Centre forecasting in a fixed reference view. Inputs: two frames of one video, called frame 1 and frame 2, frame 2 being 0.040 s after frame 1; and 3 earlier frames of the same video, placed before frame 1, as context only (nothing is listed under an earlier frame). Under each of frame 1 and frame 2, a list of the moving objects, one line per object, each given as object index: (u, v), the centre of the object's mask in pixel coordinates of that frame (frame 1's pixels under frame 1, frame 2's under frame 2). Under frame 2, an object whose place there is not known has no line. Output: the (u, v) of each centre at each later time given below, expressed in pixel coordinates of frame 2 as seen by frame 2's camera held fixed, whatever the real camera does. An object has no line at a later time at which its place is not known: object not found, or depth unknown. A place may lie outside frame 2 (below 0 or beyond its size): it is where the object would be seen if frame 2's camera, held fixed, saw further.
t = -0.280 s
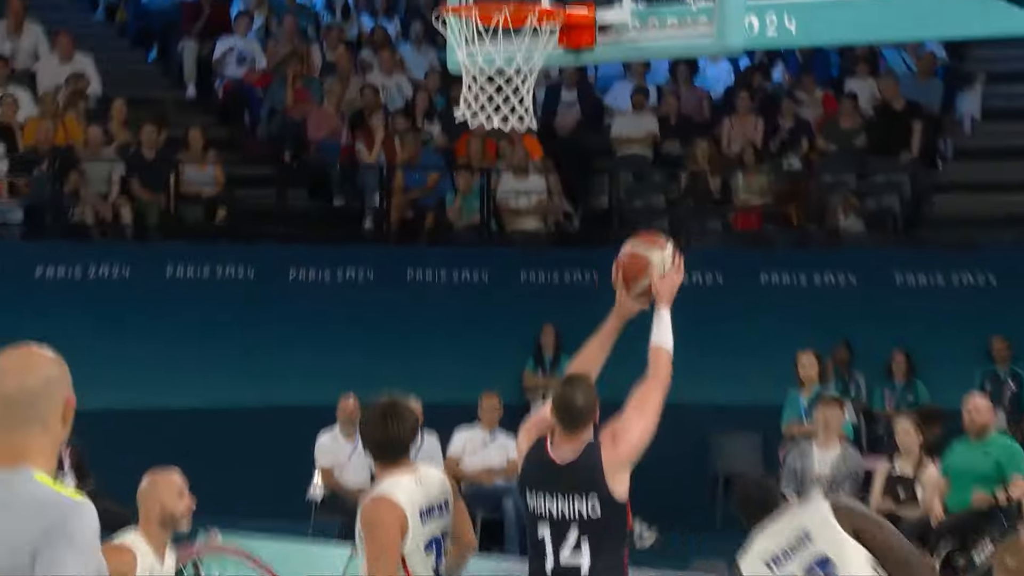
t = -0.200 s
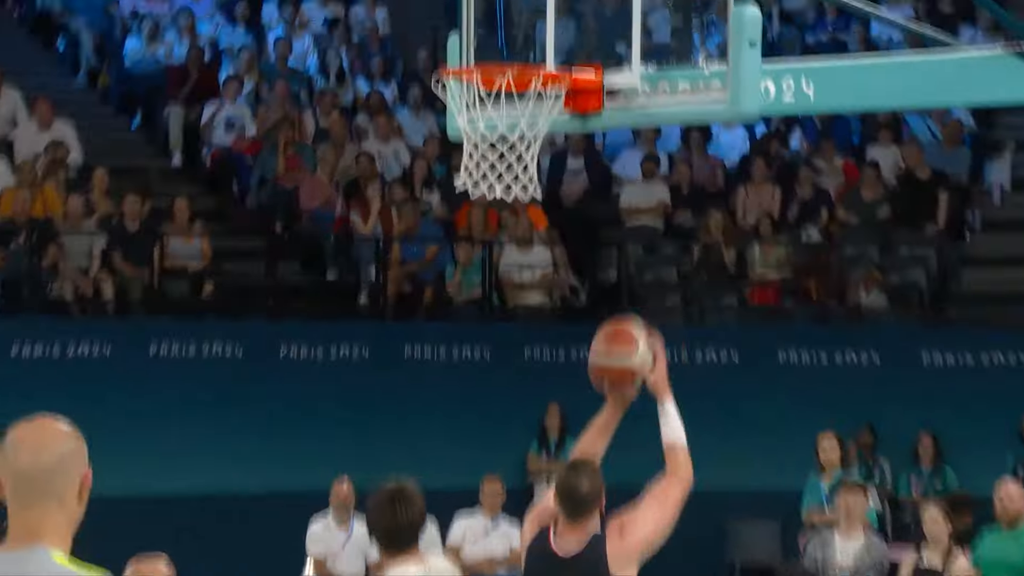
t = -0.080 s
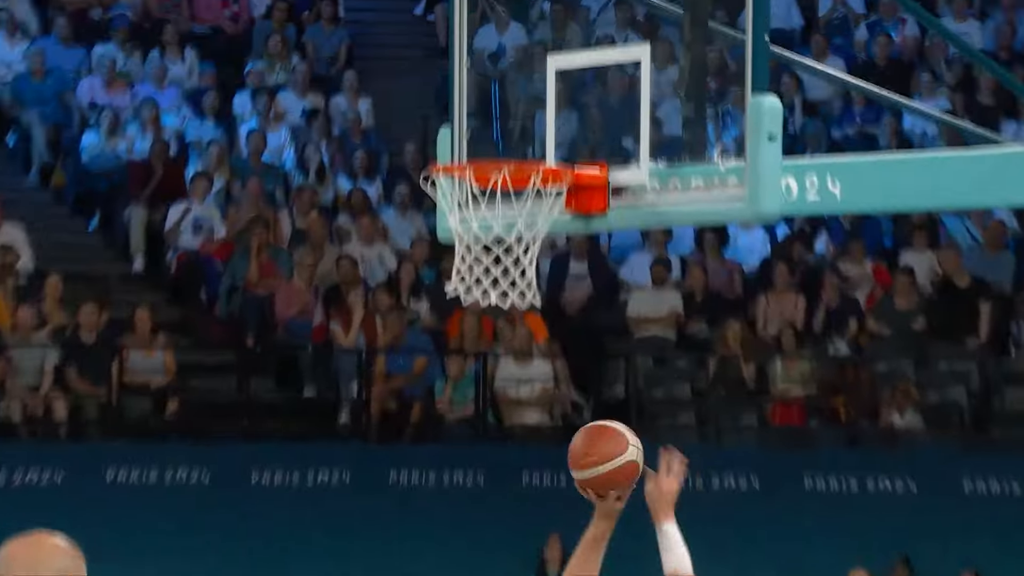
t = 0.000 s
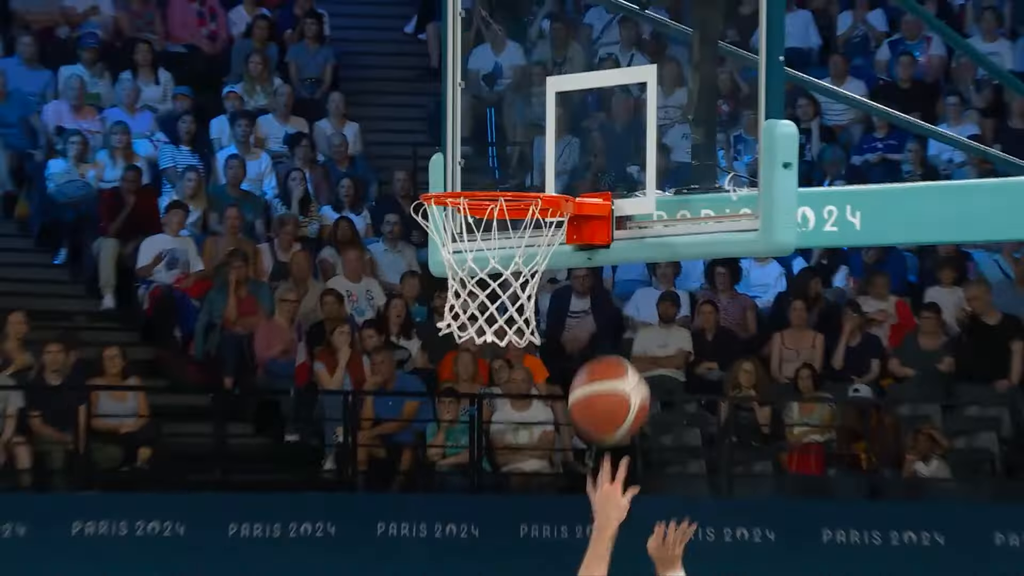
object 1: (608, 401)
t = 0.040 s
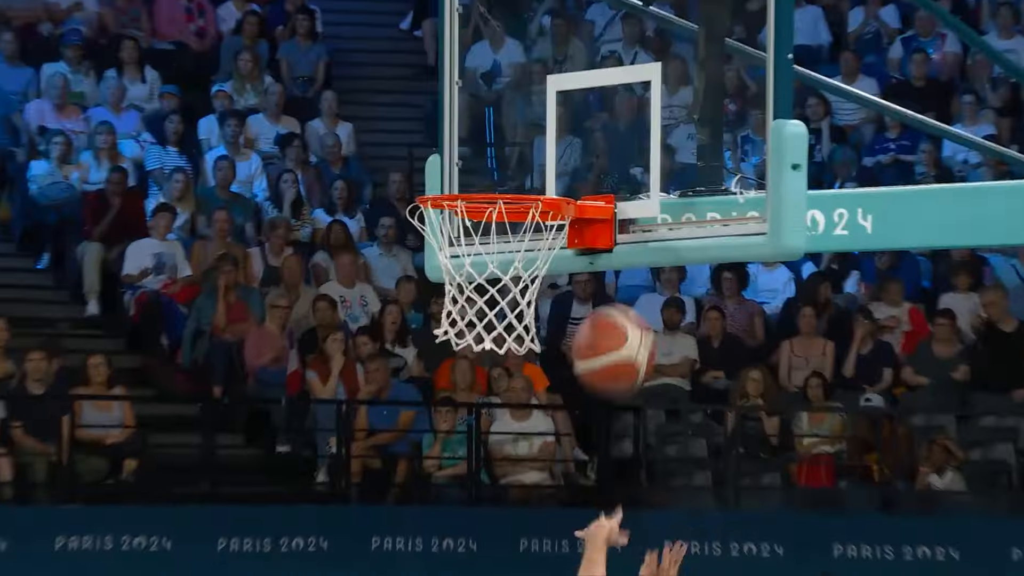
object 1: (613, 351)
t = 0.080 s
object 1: (612, 296)
